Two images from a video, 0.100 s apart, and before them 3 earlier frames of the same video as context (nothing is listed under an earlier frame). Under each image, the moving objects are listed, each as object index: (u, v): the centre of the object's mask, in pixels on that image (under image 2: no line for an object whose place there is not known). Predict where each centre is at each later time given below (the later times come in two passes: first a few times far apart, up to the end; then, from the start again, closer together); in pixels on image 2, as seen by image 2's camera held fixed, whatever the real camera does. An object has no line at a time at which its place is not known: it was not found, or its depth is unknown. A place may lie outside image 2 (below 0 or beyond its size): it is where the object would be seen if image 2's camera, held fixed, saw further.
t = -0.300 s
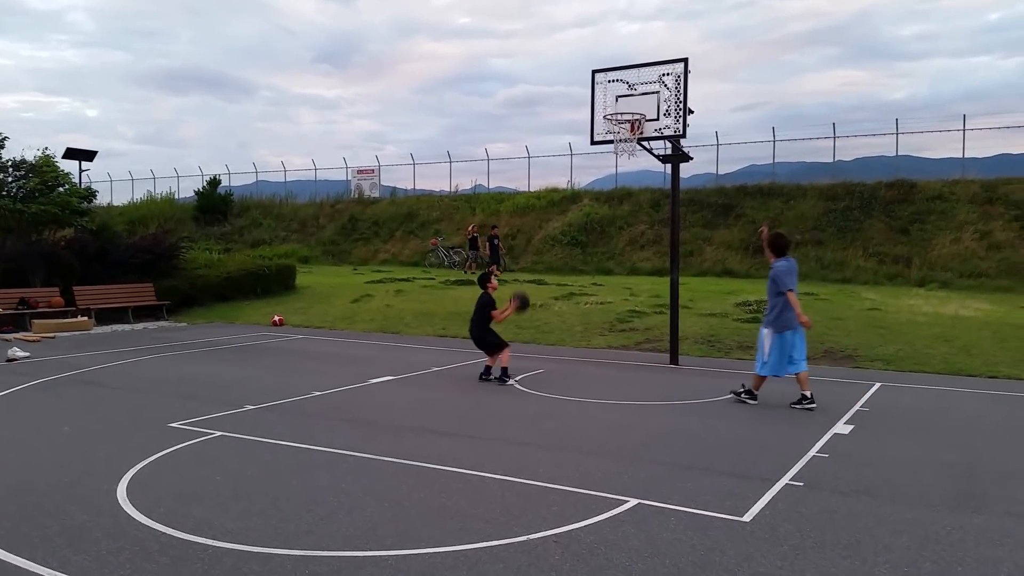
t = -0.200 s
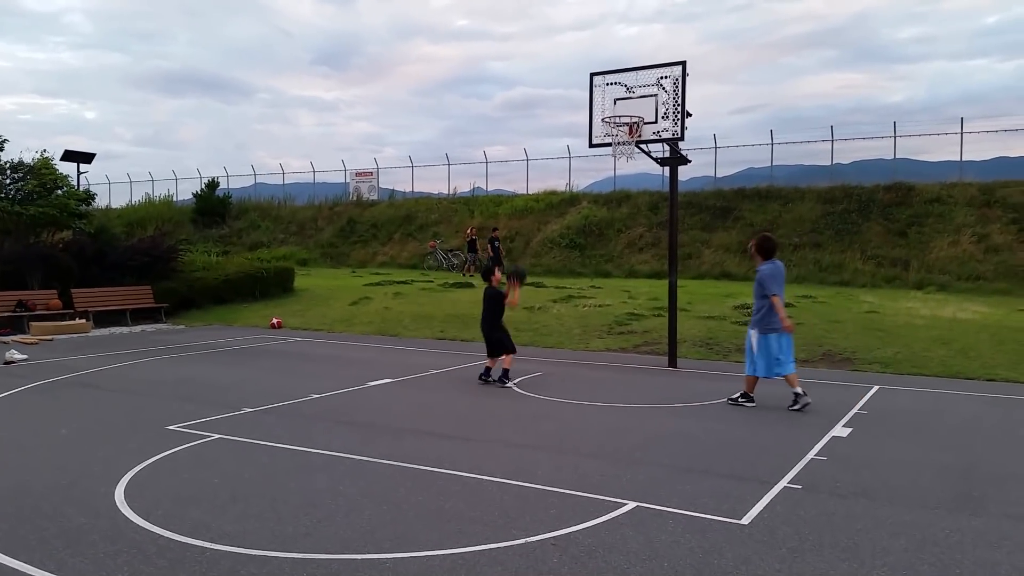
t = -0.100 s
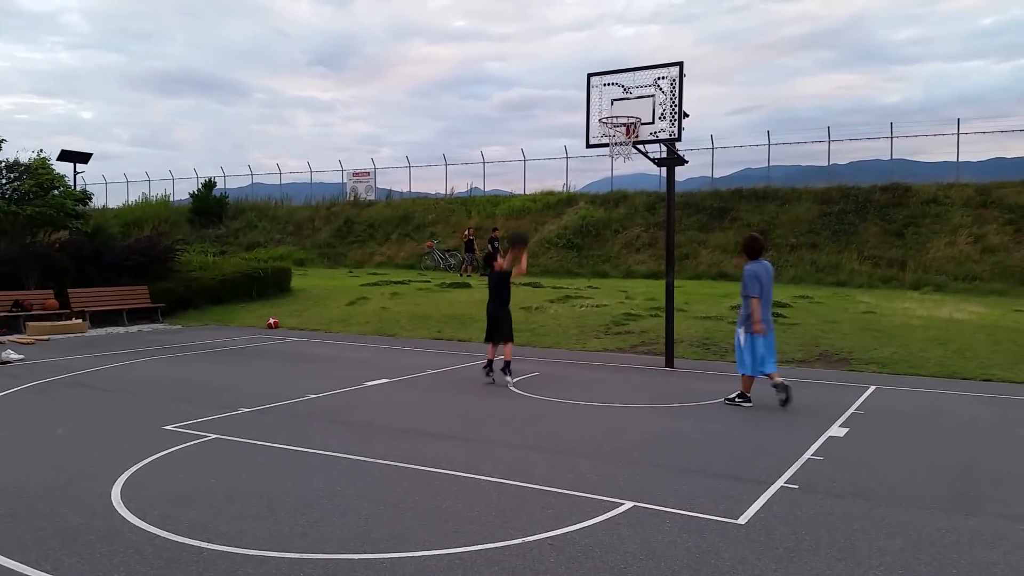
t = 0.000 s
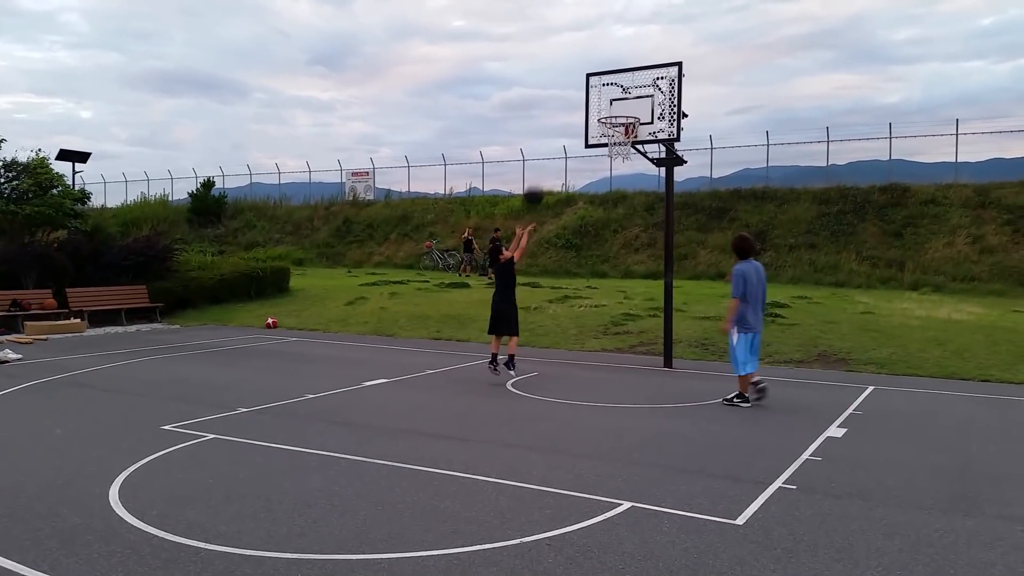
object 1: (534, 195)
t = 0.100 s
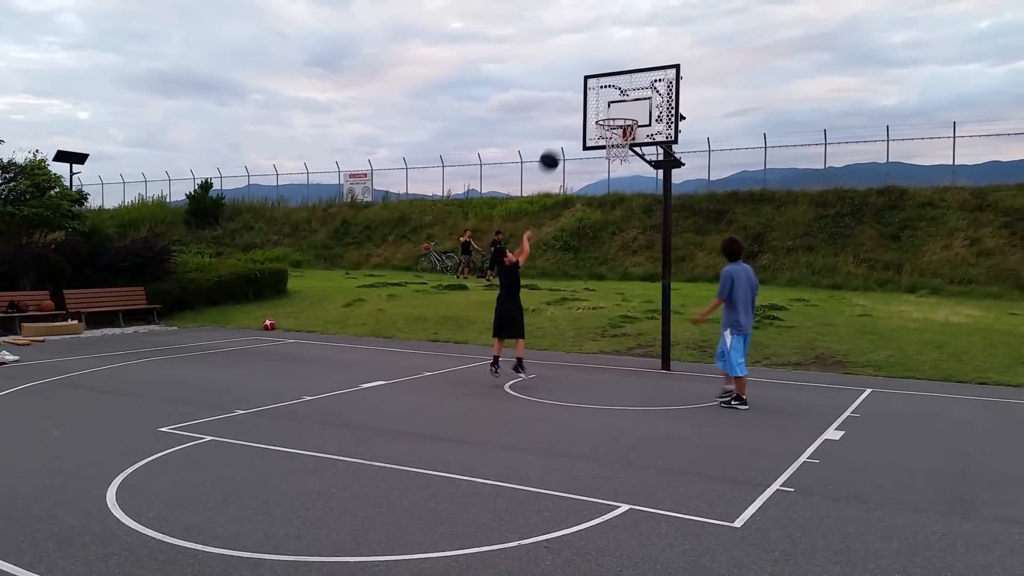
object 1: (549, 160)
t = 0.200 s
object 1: (567, 131)
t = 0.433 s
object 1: (607, 94)
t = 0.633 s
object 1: (613, 104)
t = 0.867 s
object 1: (617, 131)
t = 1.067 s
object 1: (618, 163)
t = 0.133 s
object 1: (555, 149)
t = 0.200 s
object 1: (567, 131)
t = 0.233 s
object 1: (573, 123)
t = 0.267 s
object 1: (579, 115)
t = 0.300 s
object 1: (585, 109)
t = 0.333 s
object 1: (591, 103)
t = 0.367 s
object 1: (598, 99)
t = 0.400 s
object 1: (604, 96)
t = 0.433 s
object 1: (607, 94)
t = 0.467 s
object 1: (608, 93)
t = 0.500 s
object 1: (609, 93)
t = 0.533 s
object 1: (610, 95)
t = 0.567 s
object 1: (611, 96)
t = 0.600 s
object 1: (612, 100)
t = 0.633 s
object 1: (613, 104)
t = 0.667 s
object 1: (614, 109)
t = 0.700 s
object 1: (615, 114)
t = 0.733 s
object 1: (615, 118)
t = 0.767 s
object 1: (615, 121)
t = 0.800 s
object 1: (616, 126)
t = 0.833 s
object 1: (616, 129)
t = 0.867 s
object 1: (617, 131)
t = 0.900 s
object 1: (617, 135)
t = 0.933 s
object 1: (617, 142)
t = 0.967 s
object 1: (617, 148)
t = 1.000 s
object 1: (618, 152)
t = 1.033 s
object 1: (618, 158)
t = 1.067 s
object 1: (618, 163)
